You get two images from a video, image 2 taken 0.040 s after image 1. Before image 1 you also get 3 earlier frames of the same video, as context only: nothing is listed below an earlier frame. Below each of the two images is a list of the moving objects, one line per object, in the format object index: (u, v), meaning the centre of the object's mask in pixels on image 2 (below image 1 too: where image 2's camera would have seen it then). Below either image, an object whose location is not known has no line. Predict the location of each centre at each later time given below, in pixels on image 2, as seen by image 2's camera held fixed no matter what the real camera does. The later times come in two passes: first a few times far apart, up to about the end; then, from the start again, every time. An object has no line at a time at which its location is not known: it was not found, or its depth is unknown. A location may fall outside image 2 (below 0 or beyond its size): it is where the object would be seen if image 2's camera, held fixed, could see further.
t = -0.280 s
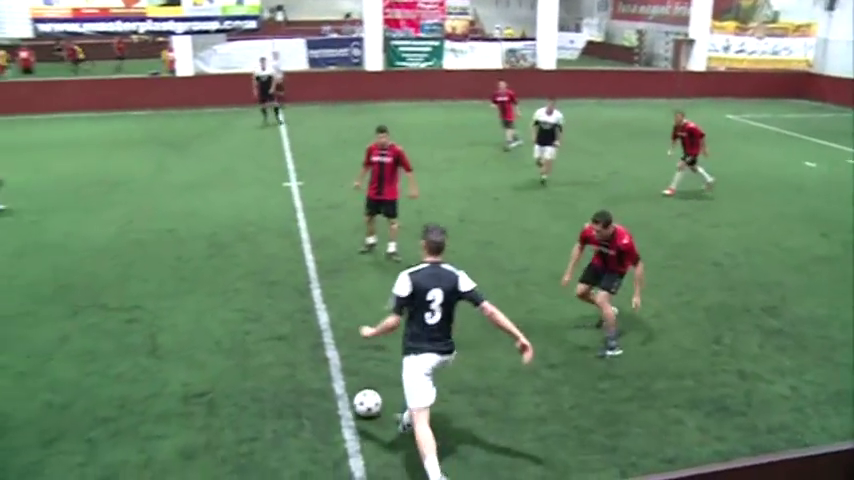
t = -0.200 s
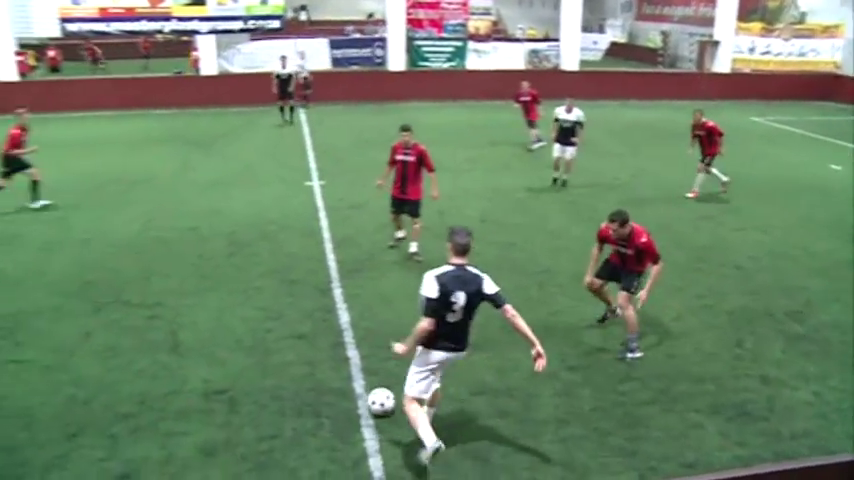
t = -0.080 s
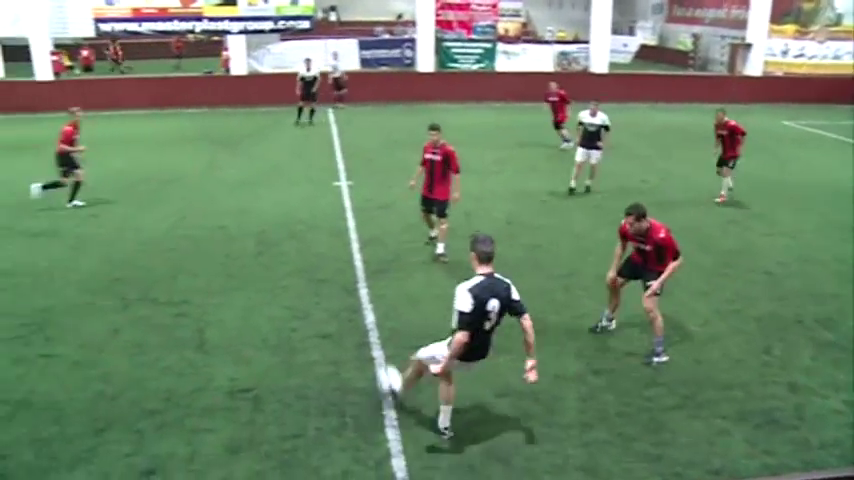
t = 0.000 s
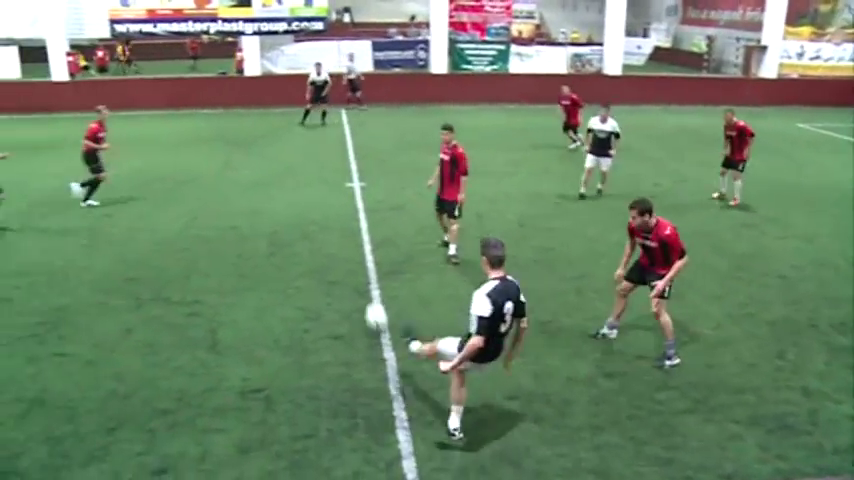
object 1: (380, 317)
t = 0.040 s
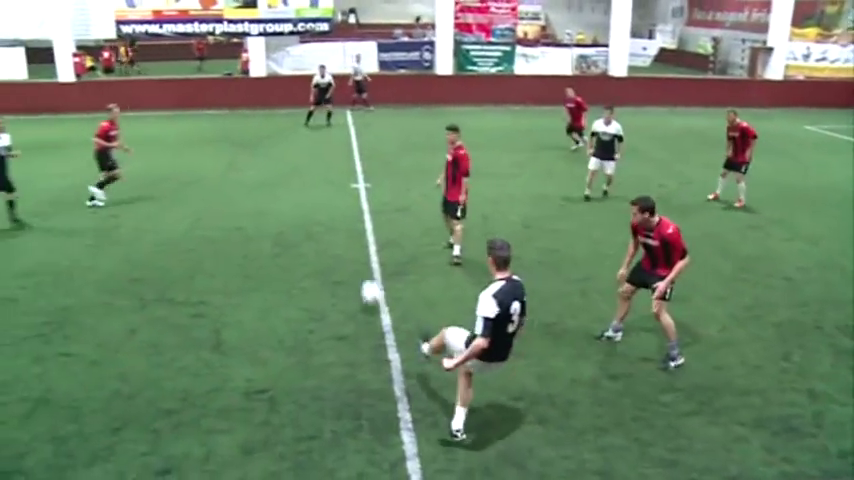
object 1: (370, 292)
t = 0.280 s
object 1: (344, 212)
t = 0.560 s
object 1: (335, 166)
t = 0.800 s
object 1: (334, 142)
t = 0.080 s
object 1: (363, 274)
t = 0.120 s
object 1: (357, 259)
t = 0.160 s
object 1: (353, 243)
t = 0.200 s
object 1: (349, 230)
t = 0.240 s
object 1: (346, 220)
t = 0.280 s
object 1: (344, 212)
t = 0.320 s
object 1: (342, 202)
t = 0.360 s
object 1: (340, 192)
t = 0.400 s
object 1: (339, 185)
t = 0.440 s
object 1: (338, 180)
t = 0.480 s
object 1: (337, 176)
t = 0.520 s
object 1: (336, 171)
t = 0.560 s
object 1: (335, 166)
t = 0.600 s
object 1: (335, 162)
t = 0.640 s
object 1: (334, 157)
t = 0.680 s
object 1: (334, 153)
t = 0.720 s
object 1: (334, 150)
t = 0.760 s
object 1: (334, 146)
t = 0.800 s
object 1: (334, 142)
